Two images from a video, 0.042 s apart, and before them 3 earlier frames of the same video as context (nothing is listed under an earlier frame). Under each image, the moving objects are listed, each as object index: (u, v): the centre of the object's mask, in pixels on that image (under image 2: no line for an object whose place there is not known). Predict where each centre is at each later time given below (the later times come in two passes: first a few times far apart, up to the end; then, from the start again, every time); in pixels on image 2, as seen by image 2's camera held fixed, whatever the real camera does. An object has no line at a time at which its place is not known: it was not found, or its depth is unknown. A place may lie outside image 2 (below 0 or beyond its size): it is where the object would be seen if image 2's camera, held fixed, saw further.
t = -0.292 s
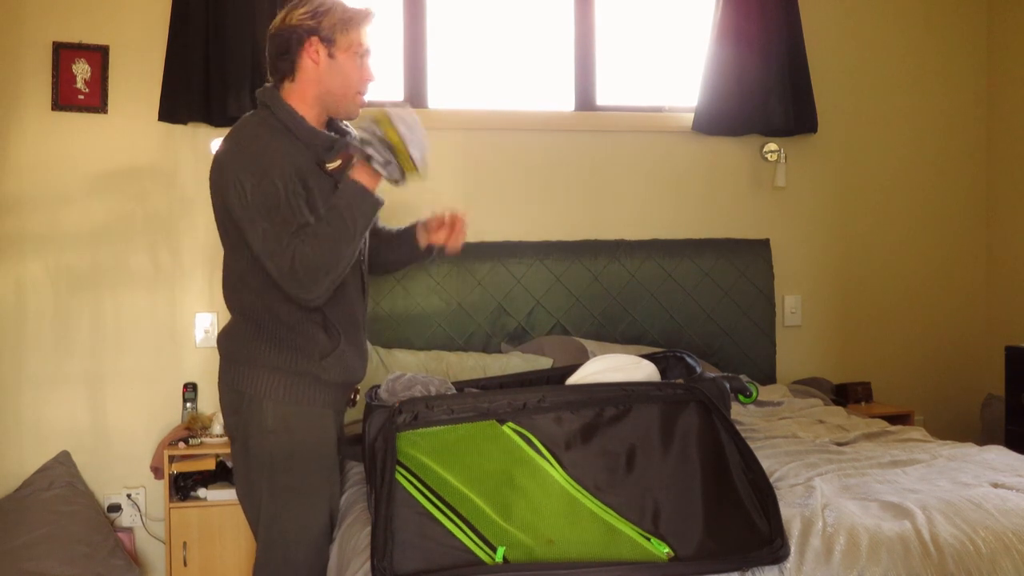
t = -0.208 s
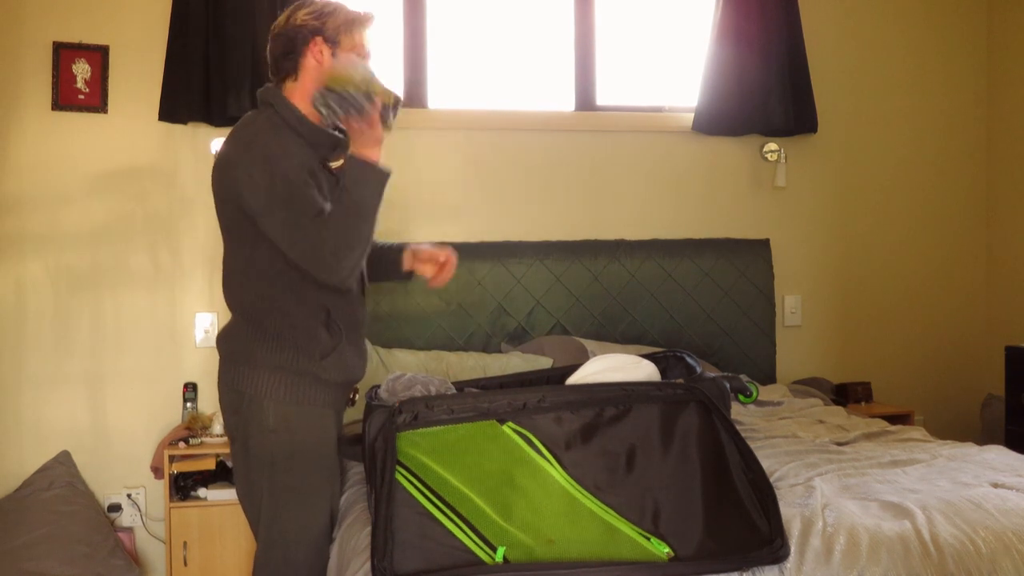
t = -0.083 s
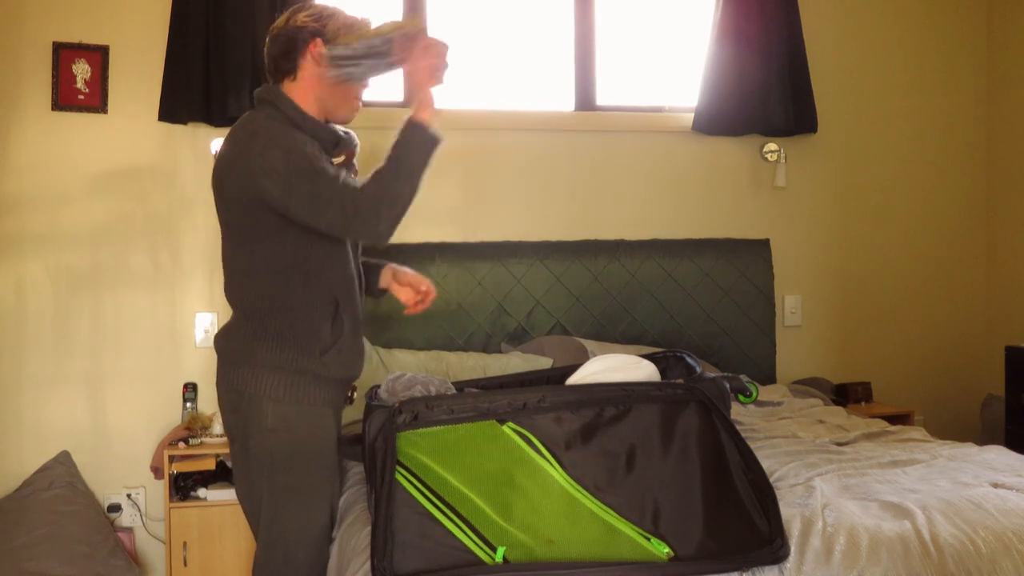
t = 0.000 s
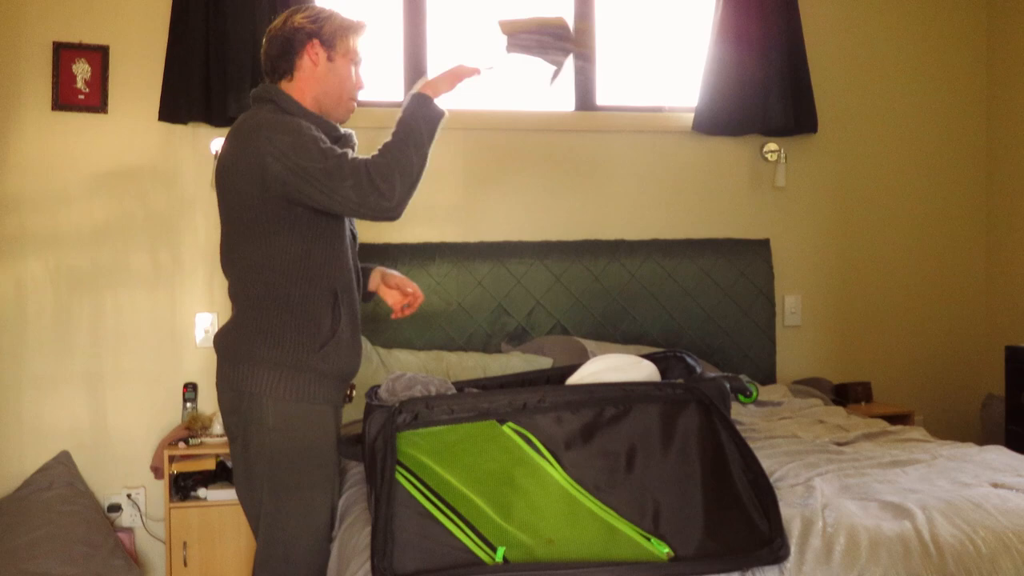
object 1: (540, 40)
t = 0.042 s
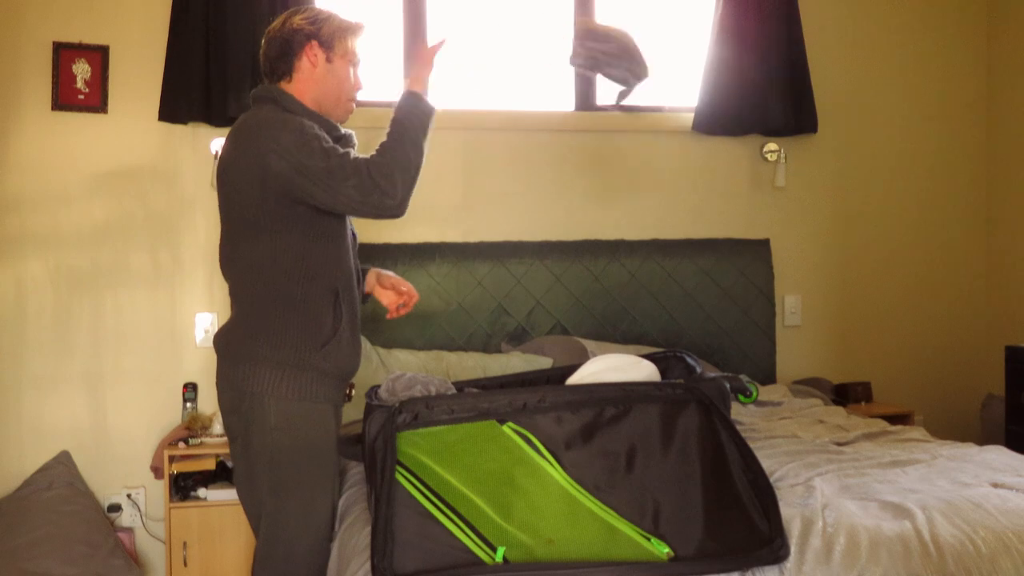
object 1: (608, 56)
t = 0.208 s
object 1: (818, 168)
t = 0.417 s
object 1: (959, 402)
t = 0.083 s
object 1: (681, 90)
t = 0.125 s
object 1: (731, 105)
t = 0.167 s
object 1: (774, 132)
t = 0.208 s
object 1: (818, 168)
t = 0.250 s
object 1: (853, 212)
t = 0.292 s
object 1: (885, 253)
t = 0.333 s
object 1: (915, 299)
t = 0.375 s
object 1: (942, 349)
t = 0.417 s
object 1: (959, 402)
